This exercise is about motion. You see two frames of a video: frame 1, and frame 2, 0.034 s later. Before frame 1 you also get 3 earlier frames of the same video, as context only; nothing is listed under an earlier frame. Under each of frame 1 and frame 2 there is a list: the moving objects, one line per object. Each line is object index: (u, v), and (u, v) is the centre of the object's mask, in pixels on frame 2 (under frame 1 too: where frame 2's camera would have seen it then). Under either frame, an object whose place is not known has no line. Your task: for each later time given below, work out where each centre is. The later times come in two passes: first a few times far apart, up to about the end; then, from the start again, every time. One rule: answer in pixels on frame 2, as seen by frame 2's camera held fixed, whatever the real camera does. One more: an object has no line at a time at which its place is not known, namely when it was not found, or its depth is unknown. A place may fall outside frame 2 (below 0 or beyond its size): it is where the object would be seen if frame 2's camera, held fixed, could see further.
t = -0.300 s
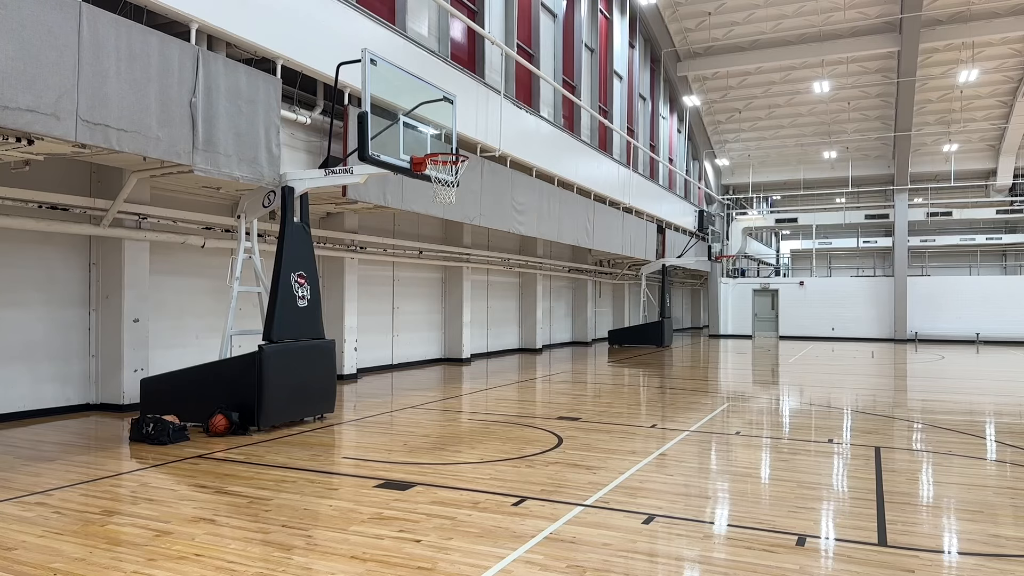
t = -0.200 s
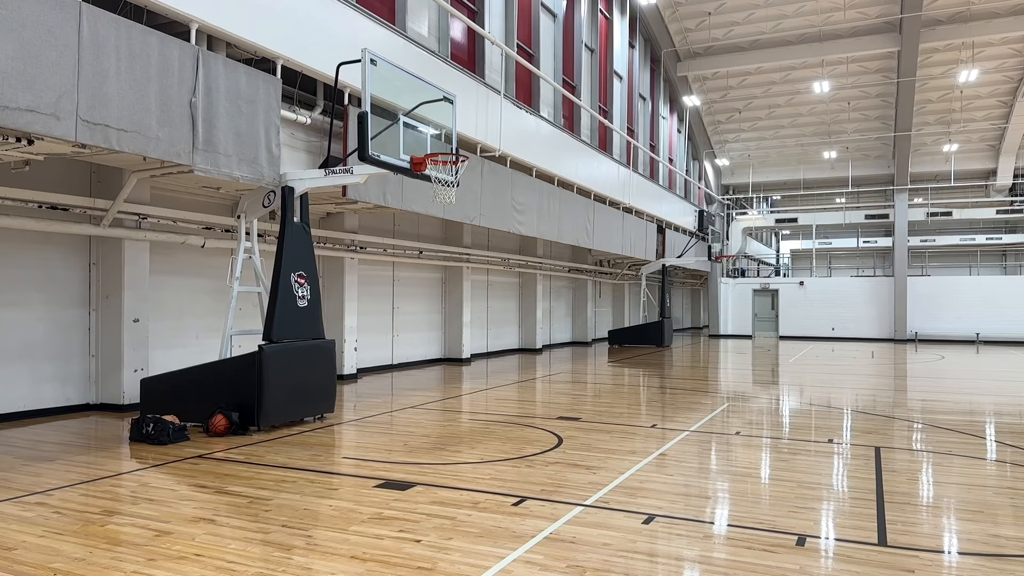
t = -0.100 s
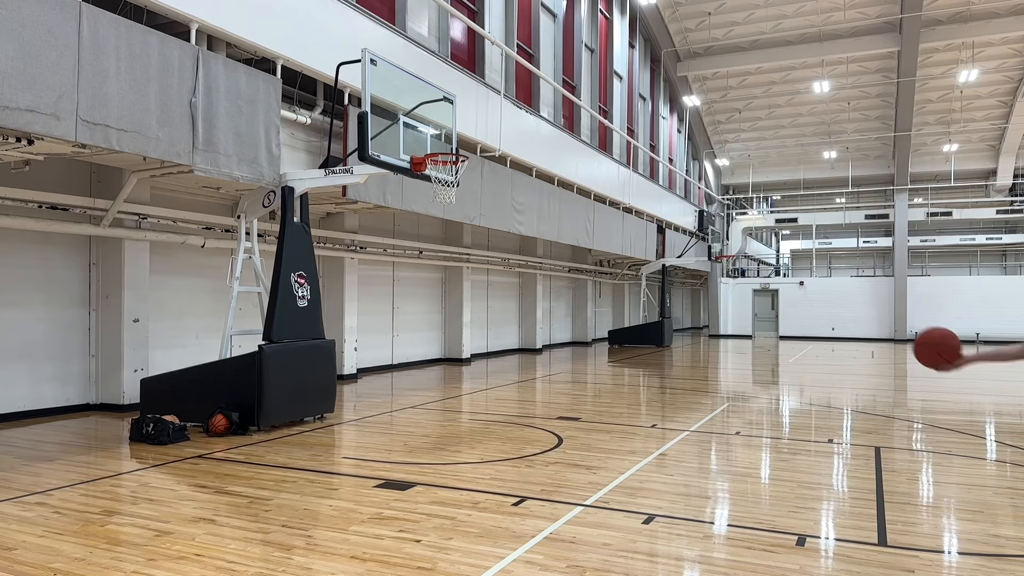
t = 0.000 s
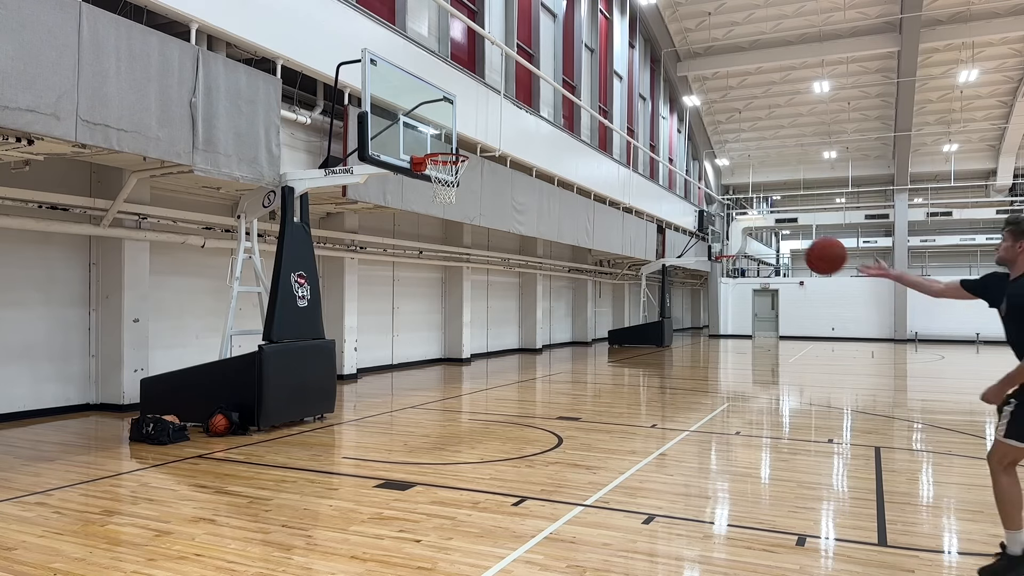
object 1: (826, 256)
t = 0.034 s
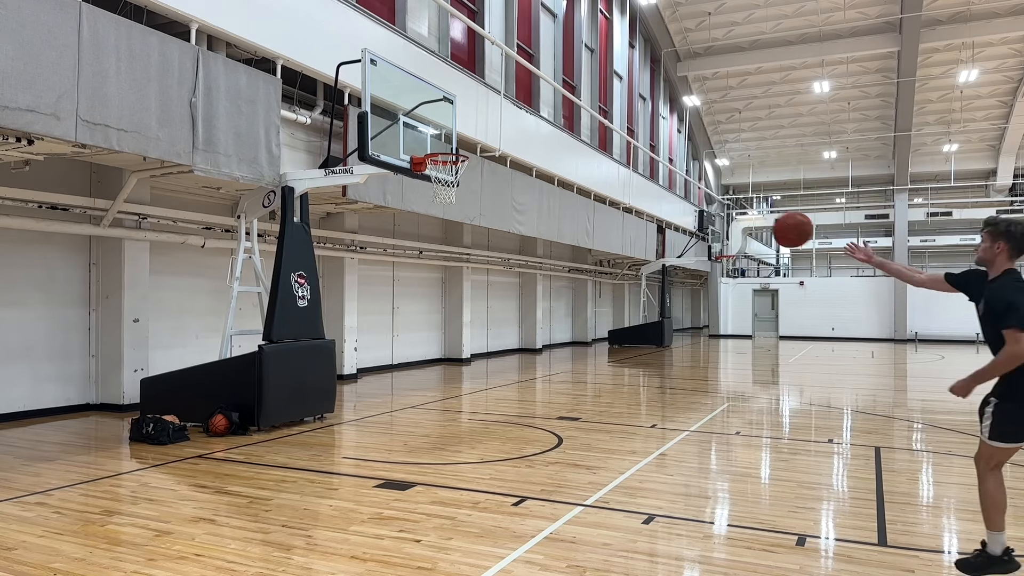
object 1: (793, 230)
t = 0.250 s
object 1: (619, 129)
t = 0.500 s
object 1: (479, 111)
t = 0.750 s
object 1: (394, 151)
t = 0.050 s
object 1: (777, 219)
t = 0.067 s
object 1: (761, 207)
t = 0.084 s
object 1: (747, 197)
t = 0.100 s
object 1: (732, 188)
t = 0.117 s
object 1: (719, 180)
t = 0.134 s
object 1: (704, 171)
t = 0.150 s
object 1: (691, 163)
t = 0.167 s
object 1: (678, 156)
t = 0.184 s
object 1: (665, 150)
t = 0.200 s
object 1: (653, 144)
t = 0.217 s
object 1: (642, 138)
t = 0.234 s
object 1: (630, 134)
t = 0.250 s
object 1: (619, 129)
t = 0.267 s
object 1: (608, 125)
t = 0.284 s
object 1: (597, 122)
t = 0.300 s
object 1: (587, 119)
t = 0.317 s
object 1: (577, 116)
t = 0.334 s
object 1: (567, 114)
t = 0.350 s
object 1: (557, 112)
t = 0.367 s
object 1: (548, 110)
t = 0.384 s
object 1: (538, 109)
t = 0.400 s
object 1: (529, 108)
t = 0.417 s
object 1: (520, 108)
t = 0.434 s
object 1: (511, 108)
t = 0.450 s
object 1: (503, 108)
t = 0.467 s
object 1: (495, 109)
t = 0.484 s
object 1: (487, 110)
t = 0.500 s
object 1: (479, 111)
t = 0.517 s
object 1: (471, 112)
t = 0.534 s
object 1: (463, 114)
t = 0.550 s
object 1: (456, 116)
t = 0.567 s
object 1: (449, 118)
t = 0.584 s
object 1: (442, 120)
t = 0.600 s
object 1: (435, 123)
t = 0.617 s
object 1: (427, 126)
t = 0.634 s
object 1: (421, 129)
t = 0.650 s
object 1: (414, 132)
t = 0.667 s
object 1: (408, 136)
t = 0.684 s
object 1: (401, 140)
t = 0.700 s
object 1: (395, 144)
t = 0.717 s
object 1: (389, 148)
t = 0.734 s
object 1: (388, 150)
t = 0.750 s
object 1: (394, 151)
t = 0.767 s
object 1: (401, 152)
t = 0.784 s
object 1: (407, 153)
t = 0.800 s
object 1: (414, 156)
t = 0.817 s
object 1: (419, 158)
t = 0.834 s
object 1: (424, 160)
